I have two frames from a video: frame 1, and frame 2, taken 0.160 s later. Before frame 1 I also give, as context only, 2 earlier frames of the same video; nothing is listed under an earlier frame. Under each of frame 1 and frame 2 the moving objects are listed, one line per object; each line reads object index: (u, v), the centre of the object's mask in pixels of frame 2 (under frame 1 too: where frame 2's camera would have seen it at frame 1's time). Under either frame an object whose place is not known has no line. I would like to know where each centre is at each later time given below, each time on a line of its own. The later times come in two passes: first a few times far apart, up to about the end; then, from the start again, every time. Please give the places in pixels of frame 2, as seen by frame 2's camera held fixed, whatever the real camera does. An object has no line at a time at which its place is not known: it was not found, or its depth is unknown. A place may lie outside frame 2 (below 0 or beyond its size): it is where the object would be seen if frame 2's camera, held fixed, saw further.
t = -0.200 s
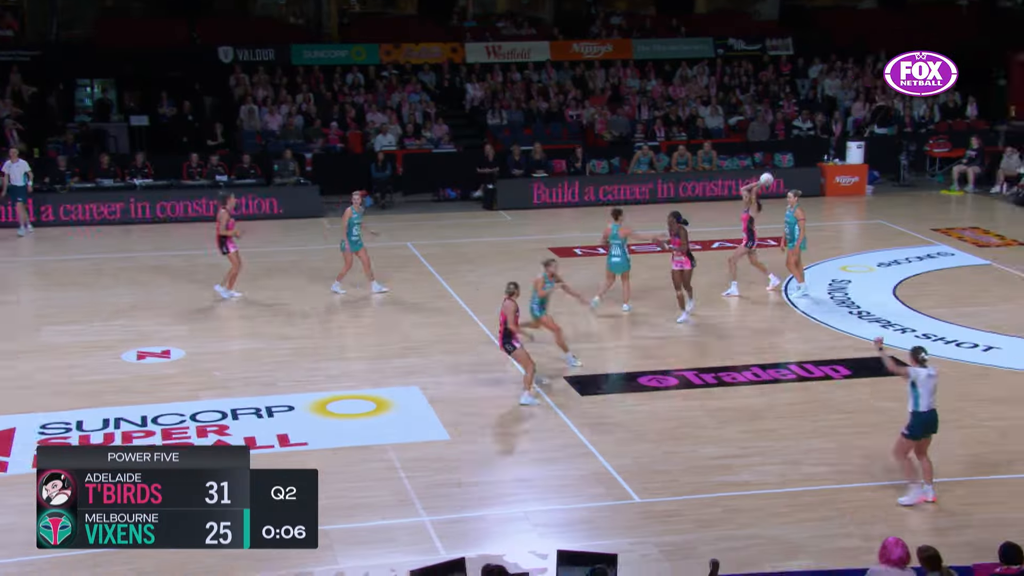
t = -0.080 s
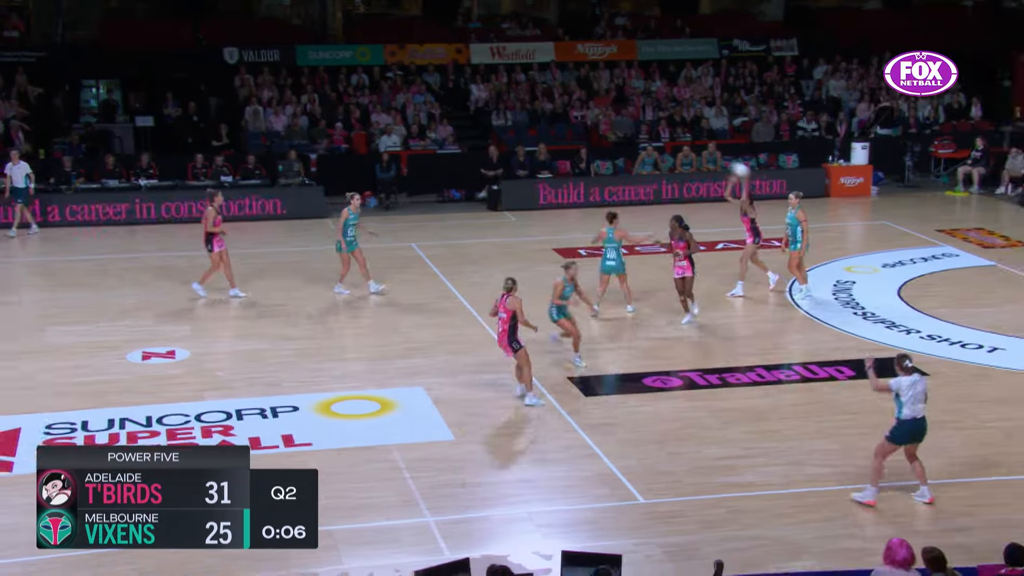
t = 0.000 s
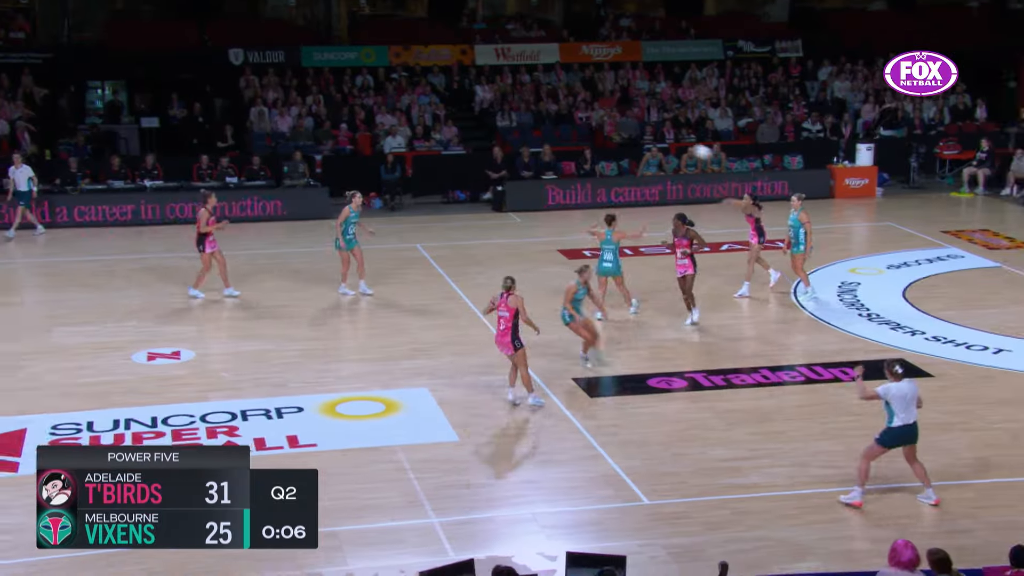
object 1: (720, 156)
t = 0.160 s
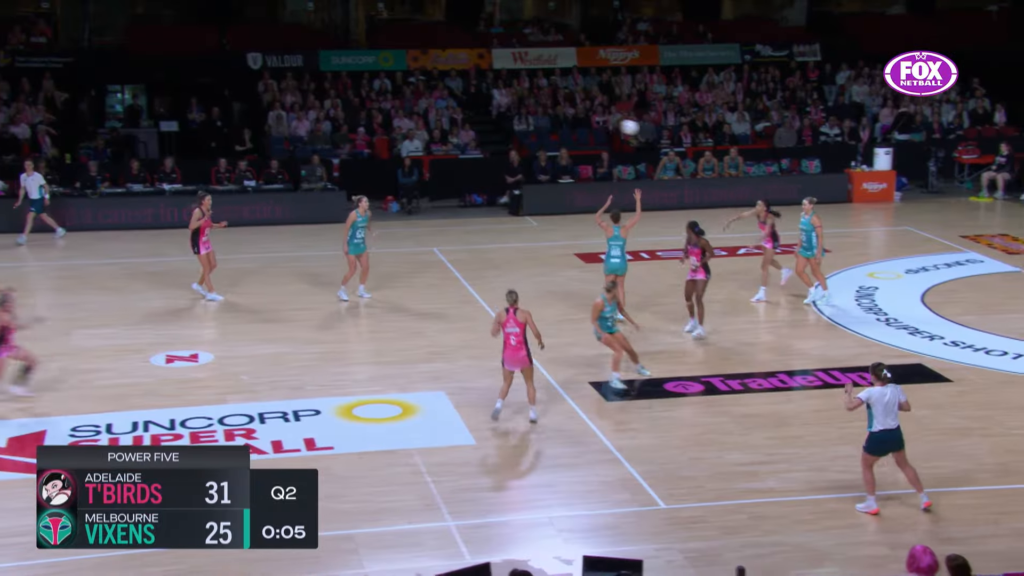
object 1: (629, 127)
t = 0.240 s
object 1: (583, 118)
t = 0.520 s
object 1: (413, 116)
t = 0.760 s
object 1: (251, 156)
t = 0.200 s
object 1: (606, 122)
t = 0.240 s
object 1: (583, 118)
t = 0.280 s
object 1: (560, 115)
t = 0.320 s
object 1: (536, 113)
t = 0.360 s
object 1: (512, 111)
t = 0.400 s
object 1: (488, 111)
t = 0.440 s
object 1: (464, 112)
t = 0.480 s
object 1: (439, 113)
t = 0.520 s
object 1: (413, 116)
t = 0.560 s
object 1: (388, 120)
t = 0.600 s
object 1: (362, 125)
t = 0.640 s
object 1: (335, 131)
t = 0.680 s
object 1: (308, 138)
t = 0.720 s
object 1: (280, 147)
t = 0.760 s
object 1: (251, 156)
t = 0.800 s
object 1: (222, 168)
